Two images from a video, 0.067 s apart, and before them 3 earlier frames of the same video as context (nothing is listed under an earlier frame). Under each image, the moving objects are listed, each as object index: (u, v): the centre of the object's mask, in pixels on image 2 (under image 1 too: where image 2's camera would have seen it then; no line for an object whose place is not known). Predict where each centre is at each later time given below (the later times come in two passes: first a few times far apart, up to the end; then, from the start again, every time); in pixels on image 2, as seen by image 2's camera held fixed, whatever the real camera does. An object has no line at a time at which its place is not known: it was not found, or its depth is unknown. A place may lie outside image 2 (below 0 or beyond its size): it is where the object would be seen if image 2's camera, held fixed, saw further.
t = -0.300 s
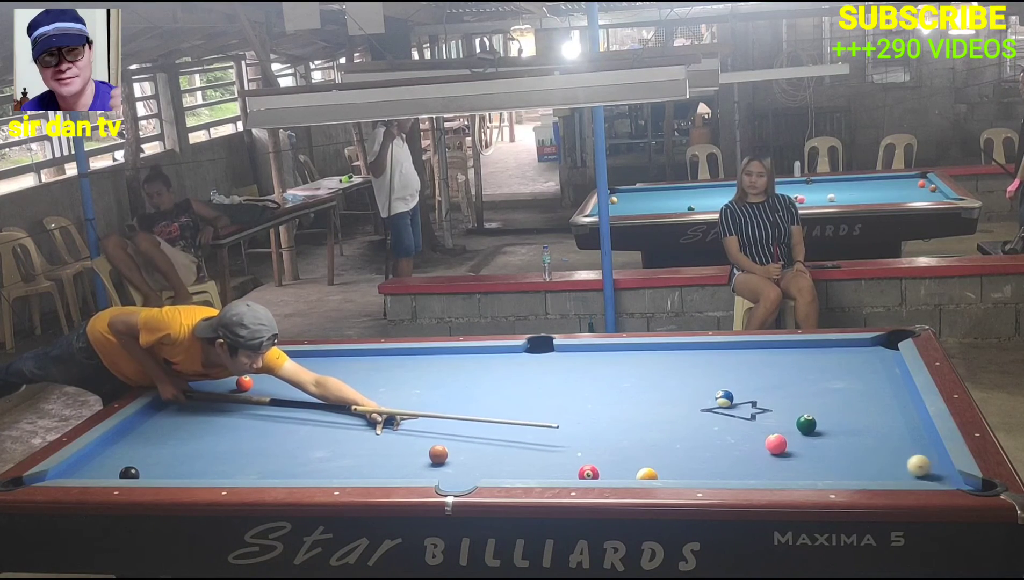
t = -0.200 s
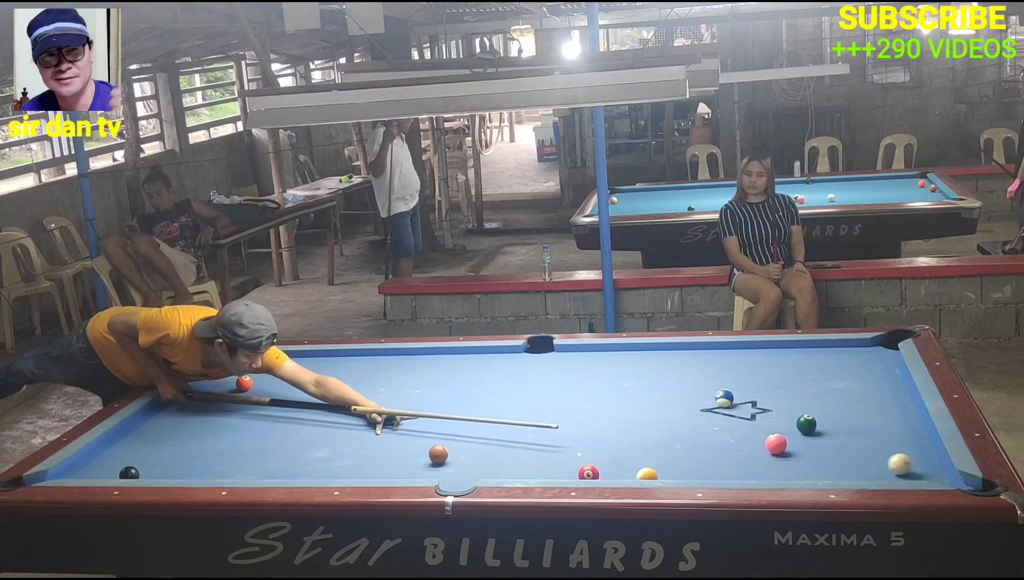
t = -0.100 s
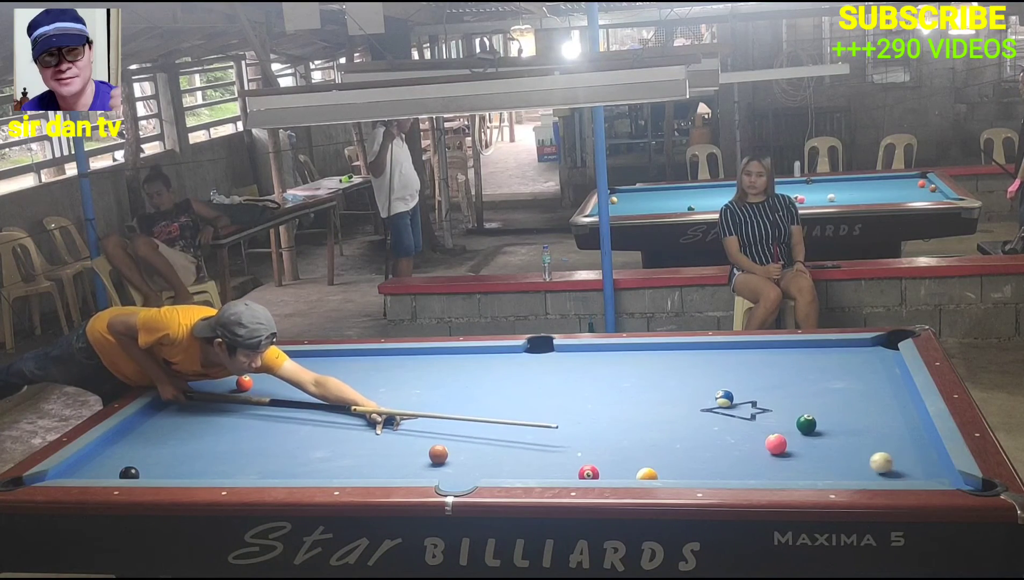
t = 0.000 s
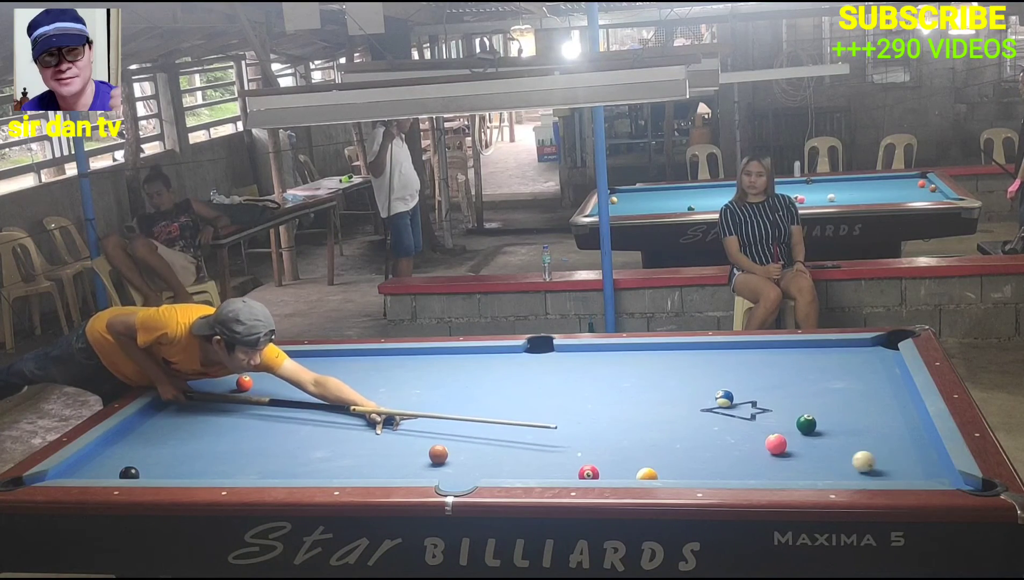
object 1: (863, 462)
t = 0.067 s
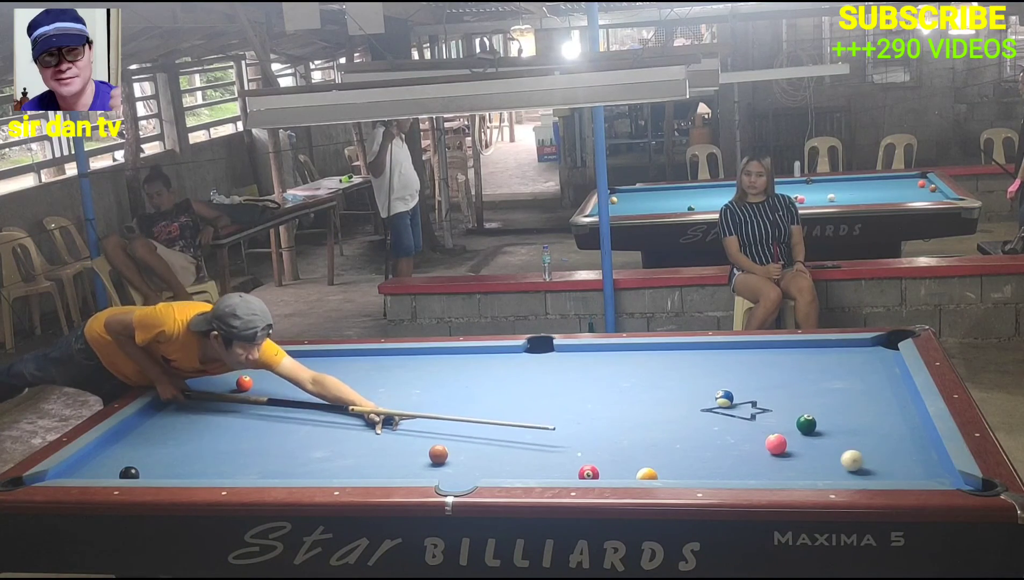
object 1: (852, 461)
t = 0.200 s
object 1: (830, 460)
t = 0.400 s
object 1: (798, 458)
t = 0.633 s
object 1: (763, 455)
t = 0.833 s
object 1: (736, 453)
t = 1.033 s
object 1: (710, 451)
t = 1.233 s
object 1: (686, 450)
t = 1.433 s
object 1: (664, 448)
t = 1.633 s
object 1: (643, 446)
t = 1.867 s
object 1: (620, 445)
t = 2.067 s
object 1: (602, 444)
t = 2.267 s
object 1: (586, 442)
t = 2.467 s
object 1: (571, 442)
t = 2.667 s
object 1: (558, 441)
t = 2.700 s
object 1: (556, 441)
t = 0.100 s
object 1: (846, 461)
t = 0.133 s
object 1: (841, 461)
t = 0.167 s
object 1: (835, 460)
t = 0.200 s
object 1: (830, 460)
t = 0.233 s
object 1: (824, 460)
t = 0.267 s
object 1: (819, 459)
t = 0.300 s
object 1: (814, 459)
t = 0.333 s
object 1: (809, 458)
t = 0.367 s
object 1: (803, 458)
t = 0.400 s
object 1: (798, 458)
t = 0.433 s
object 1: (793, 457)
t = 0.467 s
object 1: (788, 457)
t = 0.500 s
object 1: (783, 456)
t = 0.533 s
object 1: (778, 456)
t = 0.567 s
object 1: (773, 456)
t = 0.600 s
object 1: (768, 455)
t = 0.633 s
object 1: (763, 455)
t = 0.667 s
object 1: (759, 455)
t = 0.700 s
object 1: (754, 454)
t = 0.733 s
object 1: (750, 454)
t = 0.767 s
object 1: (745, 454)
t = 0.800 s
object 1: (741, 453)
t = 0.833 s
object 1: (736, 453)
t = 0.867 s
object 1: (732, 453)
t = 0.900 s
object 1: (727, 453)
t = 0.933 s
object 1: (723, 452)
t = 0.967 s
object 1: (718, 452)
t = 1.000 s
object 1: (714, 452)
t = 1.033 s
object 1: (710, 451)
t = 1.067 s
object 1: (706, 451)
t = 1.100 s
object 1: (702, 451)
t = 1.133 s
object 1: (698, 450)
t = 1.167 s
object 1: (694, 450)
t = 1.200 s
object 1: (690, 450)
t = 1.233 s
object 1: (686, 450)
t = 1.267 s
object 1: (682, 449)
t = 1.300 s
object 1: (679, 449)
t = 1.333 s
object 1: (675, 449)
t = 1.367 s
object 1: (671, 448)
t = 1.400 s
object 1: (667, 448)
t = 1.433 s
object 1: (664, 448)
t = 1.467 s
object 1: (660, 448)
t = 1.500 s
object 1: (656, 447)
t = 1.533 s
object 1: (653, 447)
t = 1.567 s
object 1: (649, 447)
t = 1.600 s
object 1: (646, 447)
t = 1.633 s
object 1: (643, 446)
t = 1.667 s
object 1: (639, 446)
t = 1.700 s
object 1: (636, 446)
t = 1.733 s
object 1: (632, 446)
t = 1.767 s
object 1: (629, 445)
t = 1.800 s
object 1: (626, 446)
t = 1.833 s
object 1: (623, 445)
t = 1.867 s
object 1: (620, 445)
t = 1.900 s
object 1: (617, 445)
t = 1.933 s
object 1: (614, 444)
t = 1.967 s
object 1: (611, 444)
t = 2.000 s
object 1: (608, 444)
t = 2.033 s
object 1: (605, 444)
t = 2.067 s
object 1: (602, 444)
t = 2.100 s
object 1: (600, 443)
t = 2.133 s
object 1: (597, 443)
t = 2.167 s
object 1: (594, 443)
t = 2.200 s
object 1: (591, 443)
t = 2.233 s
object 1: (589, 442)
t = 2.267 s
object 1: (586, 442)
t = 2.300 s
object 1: (584, 442)
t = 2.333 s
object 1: (581, 442)
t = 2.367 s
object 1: (578, 442)
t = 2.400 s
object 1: (576, 442)
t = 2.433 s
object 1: (574, 442)
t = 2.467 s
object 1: (571, 442)
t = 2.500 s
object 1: (569, 441)
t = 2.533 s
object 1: (567, 441)
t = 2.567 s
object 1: (564, 441)
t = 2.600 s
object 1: (562, 441)
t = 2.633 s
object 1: (560, 441)
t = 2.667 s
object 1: (558, 441)
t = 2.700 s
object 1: (556, 441)
